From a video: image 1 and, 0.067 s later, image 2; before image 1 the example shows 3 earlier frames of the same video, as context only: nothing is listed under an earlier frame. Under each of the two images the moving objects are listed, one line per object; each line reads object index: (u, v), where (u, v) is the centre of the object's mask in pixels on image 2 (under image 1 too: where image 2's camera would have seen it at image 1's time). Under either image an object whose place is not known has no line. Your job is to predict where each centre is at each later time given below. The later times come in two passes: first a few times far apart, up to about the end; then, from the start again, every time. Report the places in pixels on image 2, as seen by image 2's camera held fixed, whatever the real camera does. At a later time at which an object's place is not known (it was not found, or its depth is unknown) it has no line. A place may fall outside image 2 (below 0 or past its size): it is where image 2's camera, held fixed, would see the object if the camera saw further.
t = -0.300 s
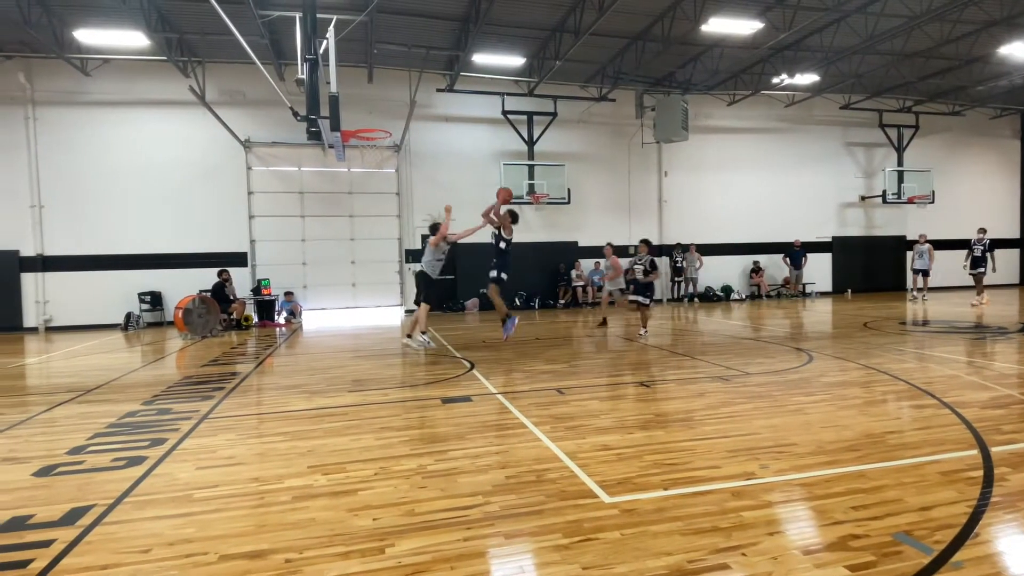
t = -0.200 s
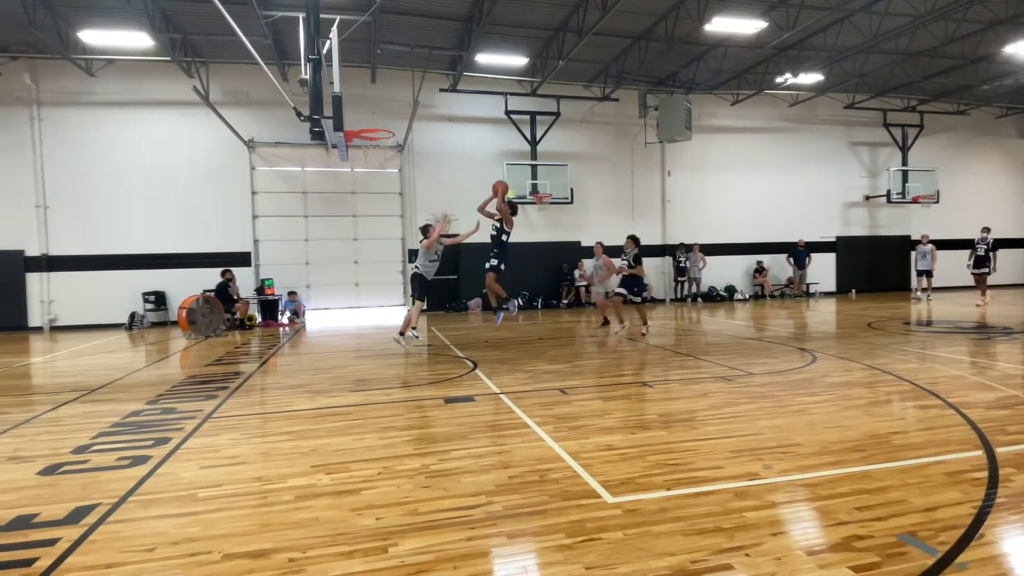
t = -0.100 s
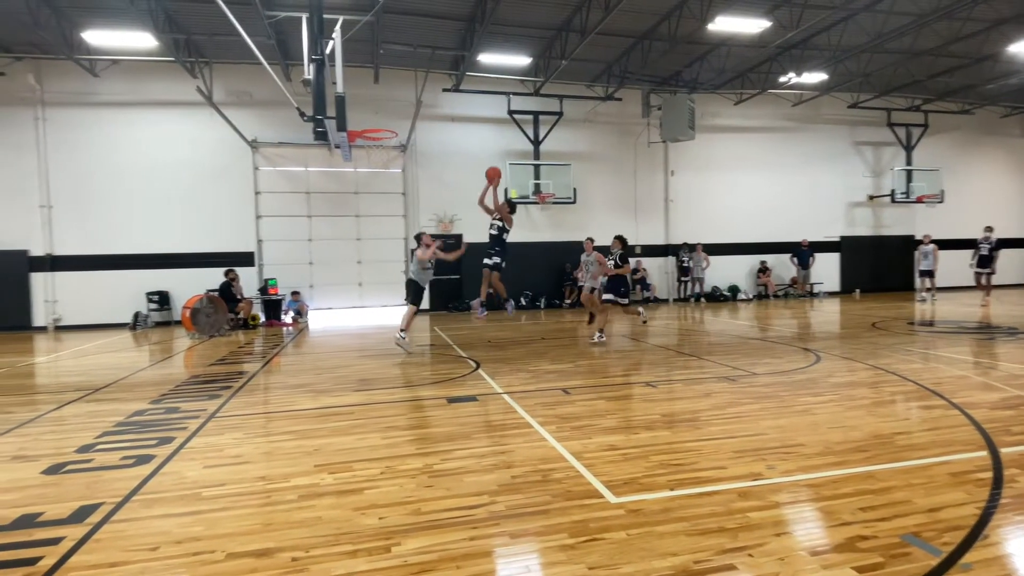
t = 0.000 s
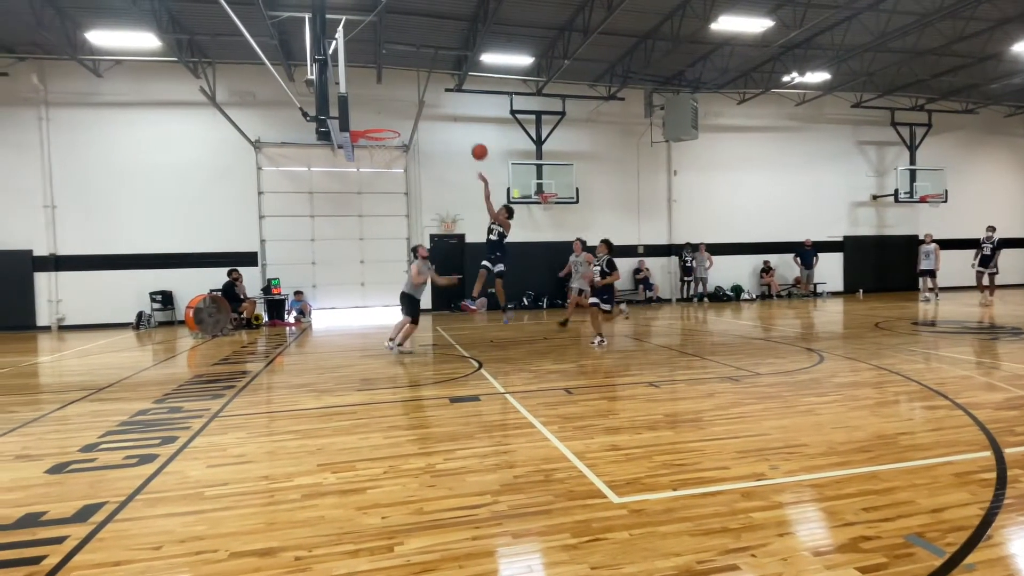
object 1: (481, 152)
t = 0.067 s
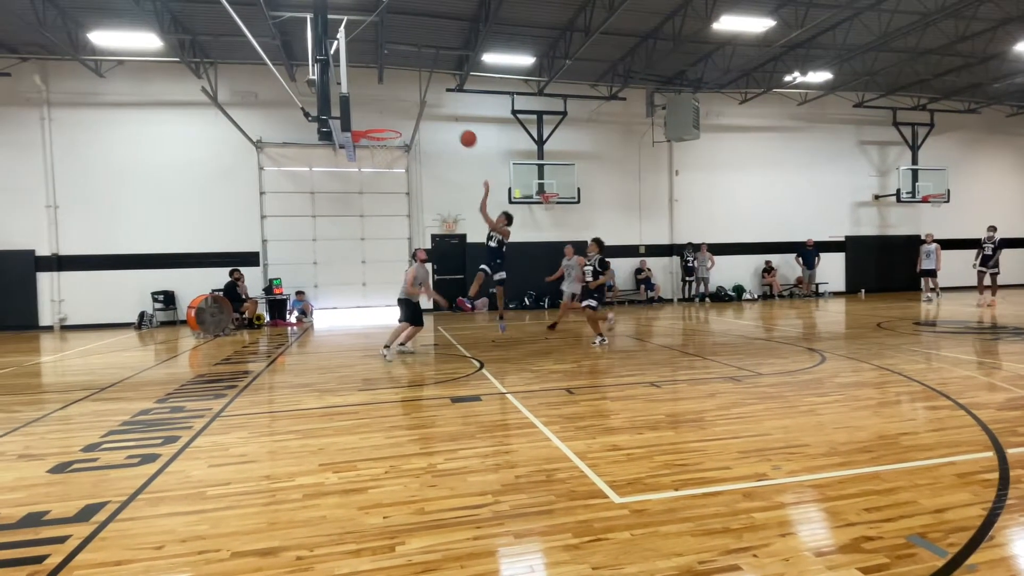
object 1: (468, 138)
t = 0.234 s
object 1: (435, 118)
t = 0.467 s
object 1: (386, 121)
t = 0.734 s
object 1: (390, 157)
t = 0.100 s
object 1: (461, 133)
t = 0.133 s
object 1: (454, 127)
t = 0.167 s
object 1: (448, 124)
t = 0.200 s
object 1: (441, 121)
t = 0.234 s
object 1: (435, 118)
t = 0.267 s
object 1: (428, 116)
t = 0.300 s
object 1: (421, 116)
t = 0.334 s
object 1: (414, 115)
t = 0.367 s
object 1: (407, 116)
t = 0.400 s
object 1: (400, 117)
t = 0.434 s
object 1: (393, 119)
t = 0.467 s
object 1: (386, 121)
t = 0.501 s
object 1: (379, 124)
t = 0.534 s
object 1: (373, 129)
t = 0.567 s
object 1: (378, 134)
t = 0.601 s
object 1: (388, 139)
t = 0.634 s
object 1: (393, 142)
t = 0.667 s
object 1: (393, 147)
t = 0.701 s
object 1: (391, 153)
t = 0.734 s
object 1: (390, 157)
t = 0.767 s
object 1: (388, 163)
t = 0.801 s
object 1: (387, 169)
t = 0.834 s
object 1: (385, 177)
